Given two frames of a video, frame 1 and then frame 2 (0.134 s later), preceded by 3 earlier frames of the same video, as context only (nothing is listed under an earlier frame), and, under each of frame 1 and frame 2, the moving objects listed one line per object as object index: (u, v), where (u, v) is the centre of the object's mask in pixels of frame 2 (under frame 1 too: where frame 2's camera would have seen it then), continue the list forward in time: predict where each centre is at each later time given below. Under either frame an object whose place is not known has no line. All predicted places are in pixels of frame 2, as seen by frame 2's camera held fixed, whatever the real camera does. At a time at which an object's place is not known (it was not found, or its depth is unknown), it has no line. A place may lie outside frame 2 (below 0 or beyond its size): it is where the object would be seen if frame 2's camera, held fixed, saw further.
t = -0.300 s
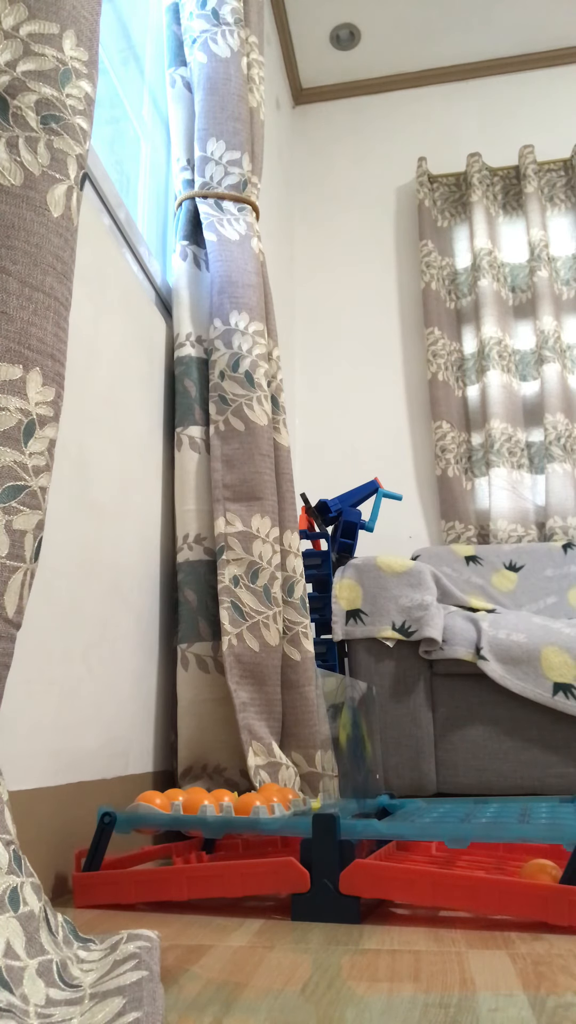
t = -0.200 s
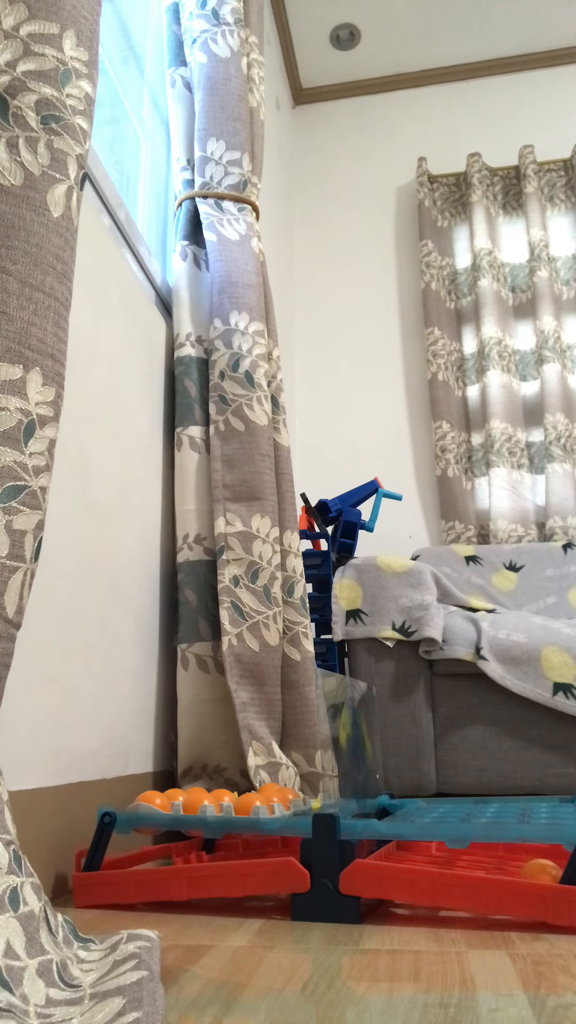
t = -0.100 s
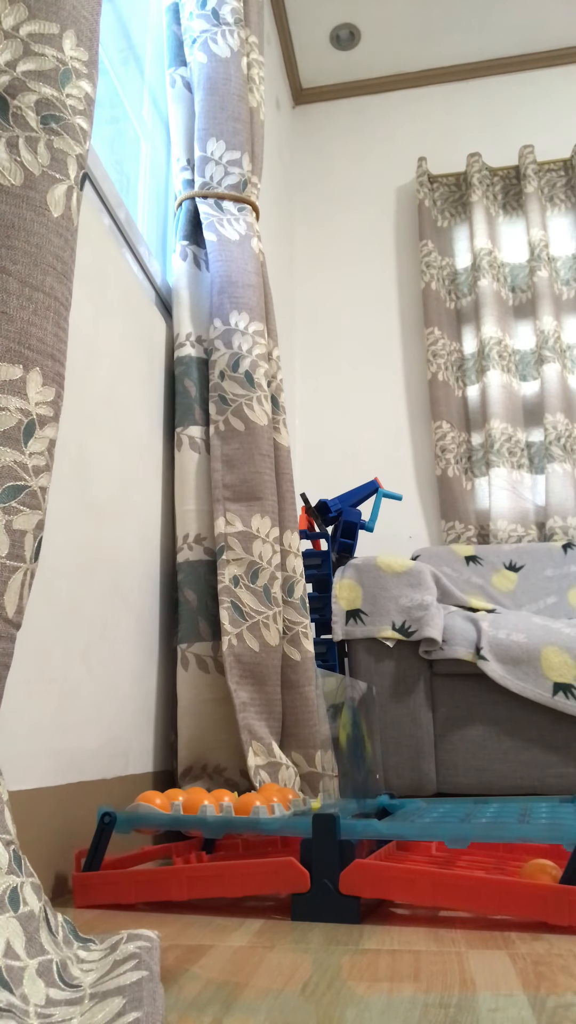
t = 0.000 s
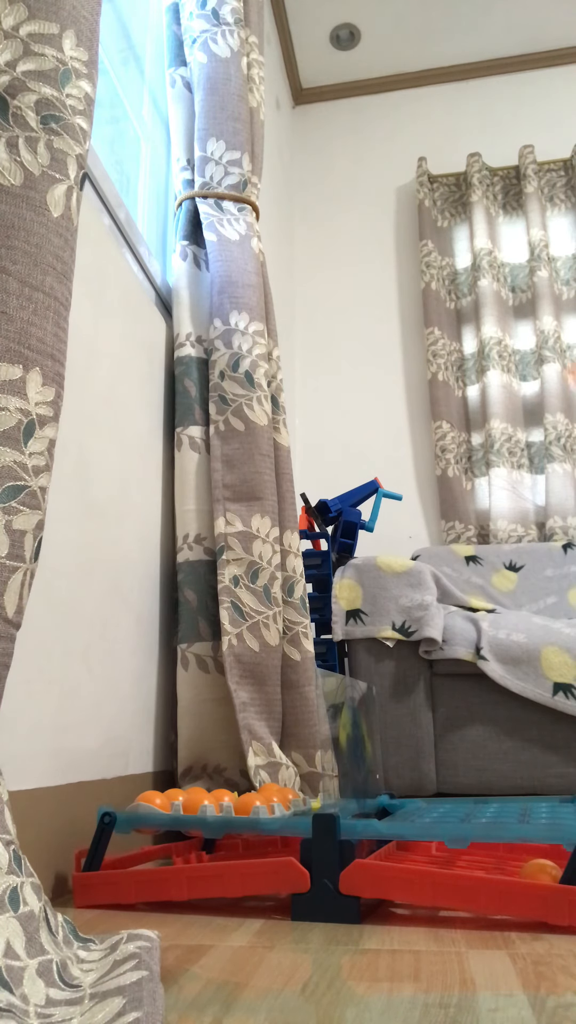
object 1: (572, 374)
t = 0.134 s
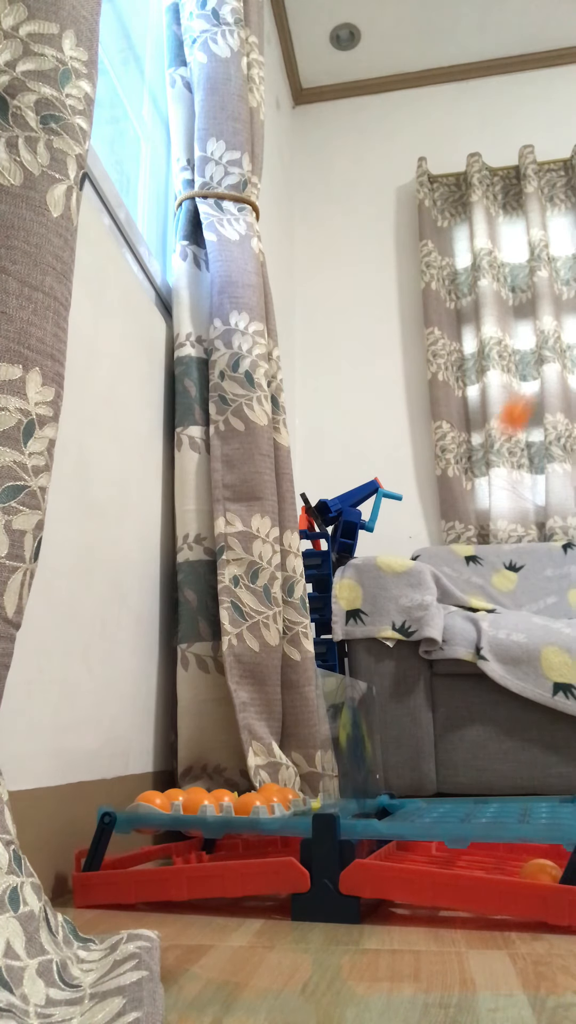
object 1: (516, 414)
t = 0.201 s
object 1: (483, 482)
